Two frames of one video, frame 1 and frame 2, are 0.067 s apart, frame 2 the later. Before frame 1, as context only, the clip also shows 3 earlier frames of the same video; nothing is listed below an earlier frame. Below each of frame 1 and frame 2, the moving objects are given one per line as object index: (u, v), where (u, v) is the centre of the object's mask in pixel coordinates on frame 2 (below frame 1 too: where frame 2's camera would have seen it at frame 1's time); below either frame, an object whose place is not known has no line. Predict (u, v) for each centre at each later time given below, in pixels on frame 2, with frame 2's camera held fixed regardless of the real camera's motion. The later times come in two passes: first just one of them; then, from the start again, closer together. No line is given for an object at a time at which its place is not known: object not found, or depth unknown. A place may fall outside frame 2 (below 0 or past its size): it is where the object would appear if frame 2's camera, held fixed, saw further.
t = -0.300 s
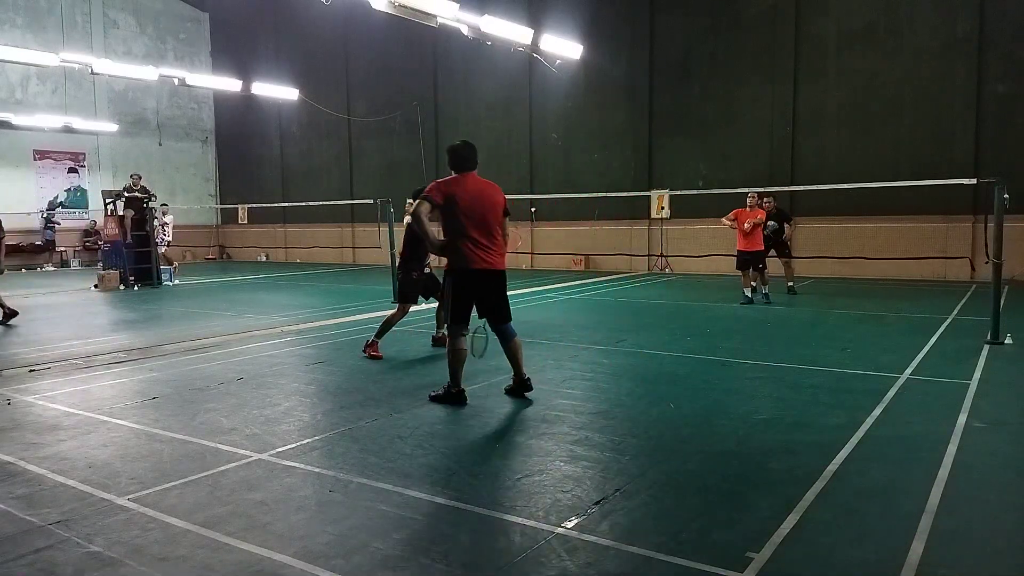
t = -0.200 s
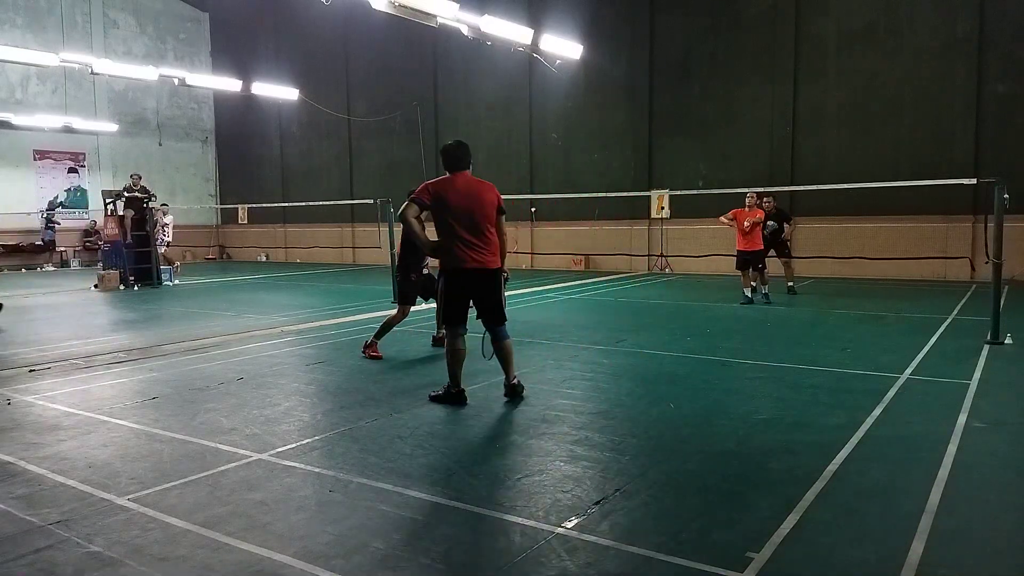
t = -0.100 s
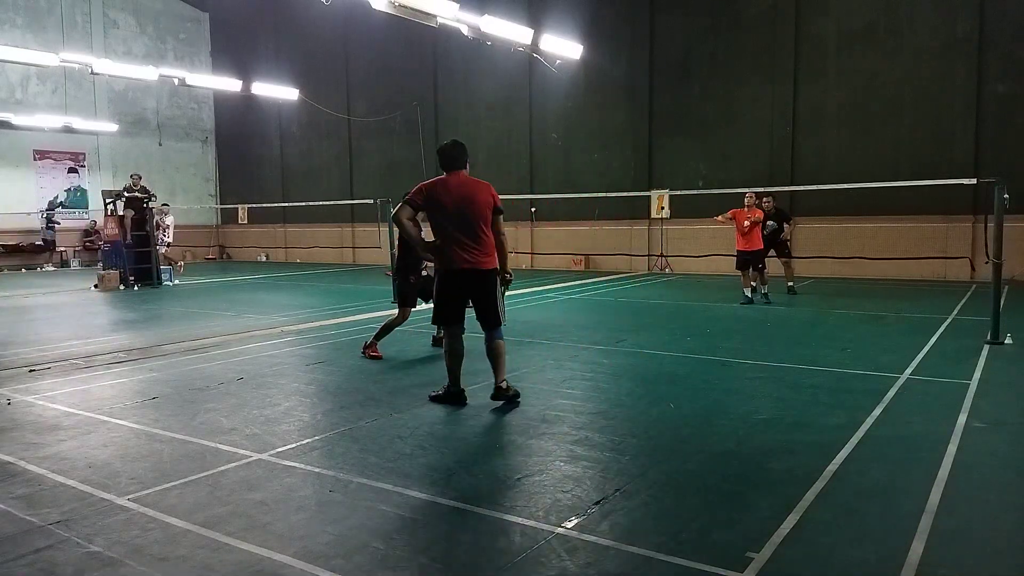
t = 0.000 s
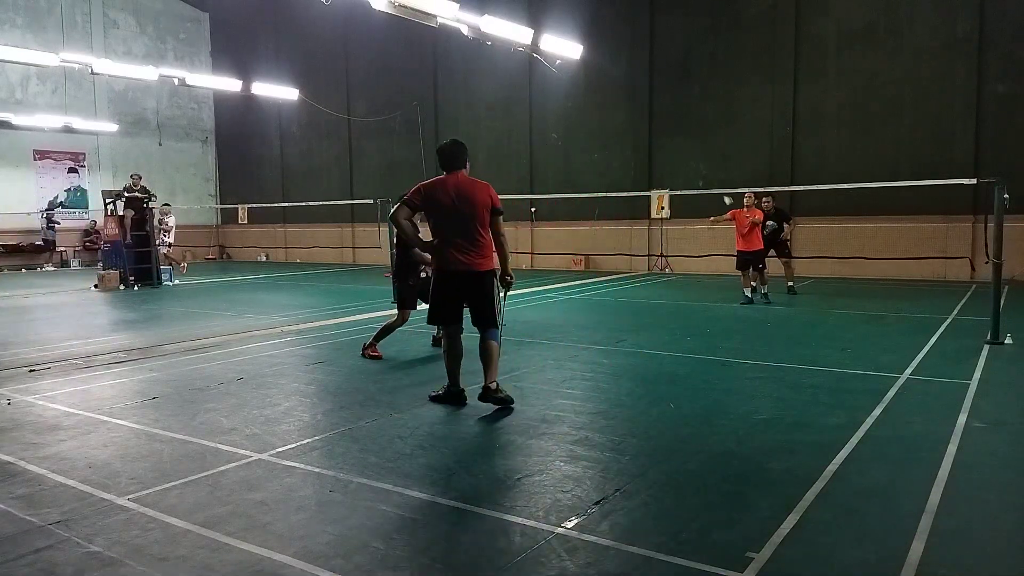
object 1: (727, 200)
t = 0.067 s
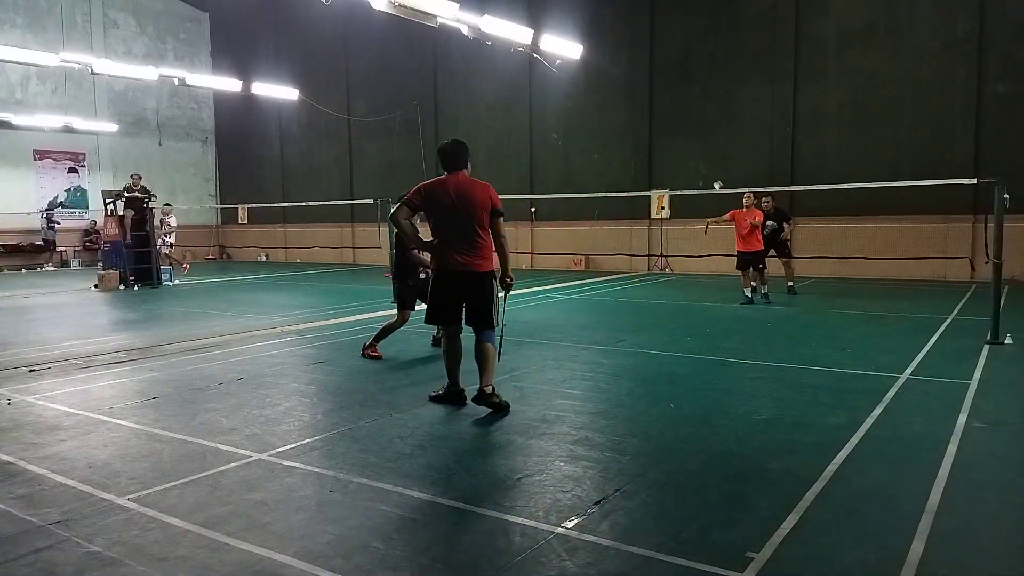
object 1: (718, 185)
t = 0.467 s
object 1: (652, 178)
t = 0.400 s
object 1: (663, 170)
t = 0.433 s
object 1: (658, 174)
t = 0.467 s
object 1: (652, 178)
